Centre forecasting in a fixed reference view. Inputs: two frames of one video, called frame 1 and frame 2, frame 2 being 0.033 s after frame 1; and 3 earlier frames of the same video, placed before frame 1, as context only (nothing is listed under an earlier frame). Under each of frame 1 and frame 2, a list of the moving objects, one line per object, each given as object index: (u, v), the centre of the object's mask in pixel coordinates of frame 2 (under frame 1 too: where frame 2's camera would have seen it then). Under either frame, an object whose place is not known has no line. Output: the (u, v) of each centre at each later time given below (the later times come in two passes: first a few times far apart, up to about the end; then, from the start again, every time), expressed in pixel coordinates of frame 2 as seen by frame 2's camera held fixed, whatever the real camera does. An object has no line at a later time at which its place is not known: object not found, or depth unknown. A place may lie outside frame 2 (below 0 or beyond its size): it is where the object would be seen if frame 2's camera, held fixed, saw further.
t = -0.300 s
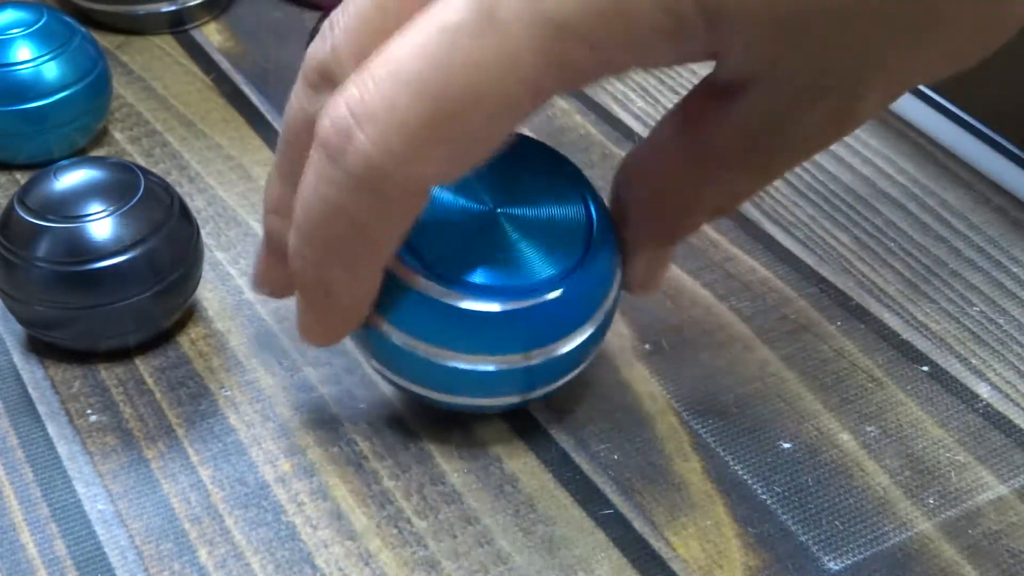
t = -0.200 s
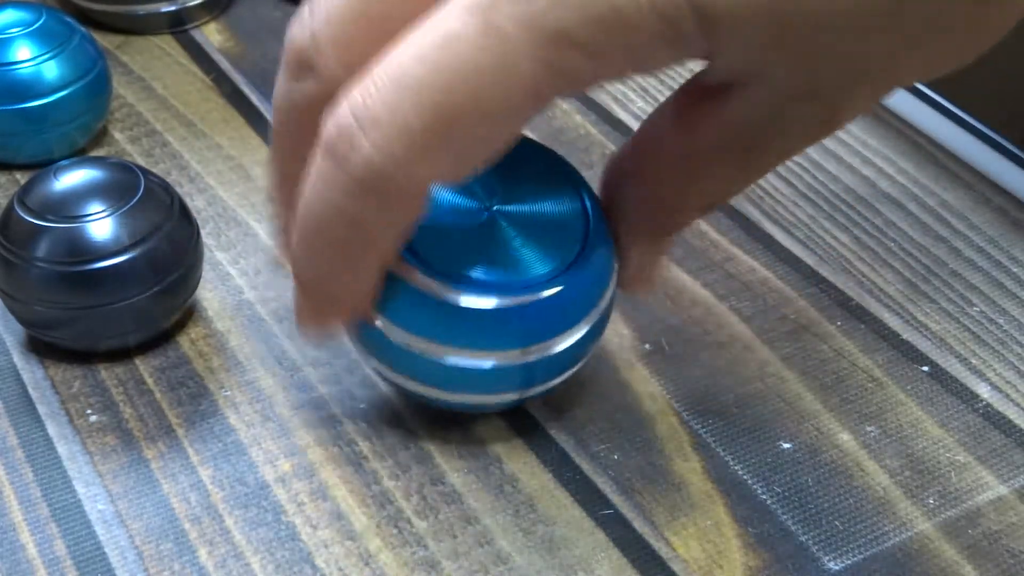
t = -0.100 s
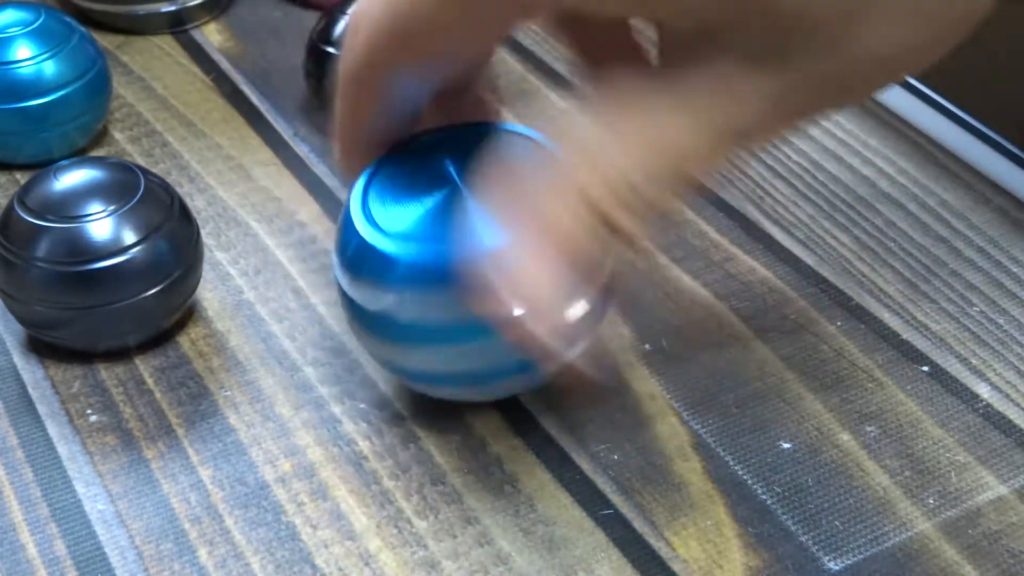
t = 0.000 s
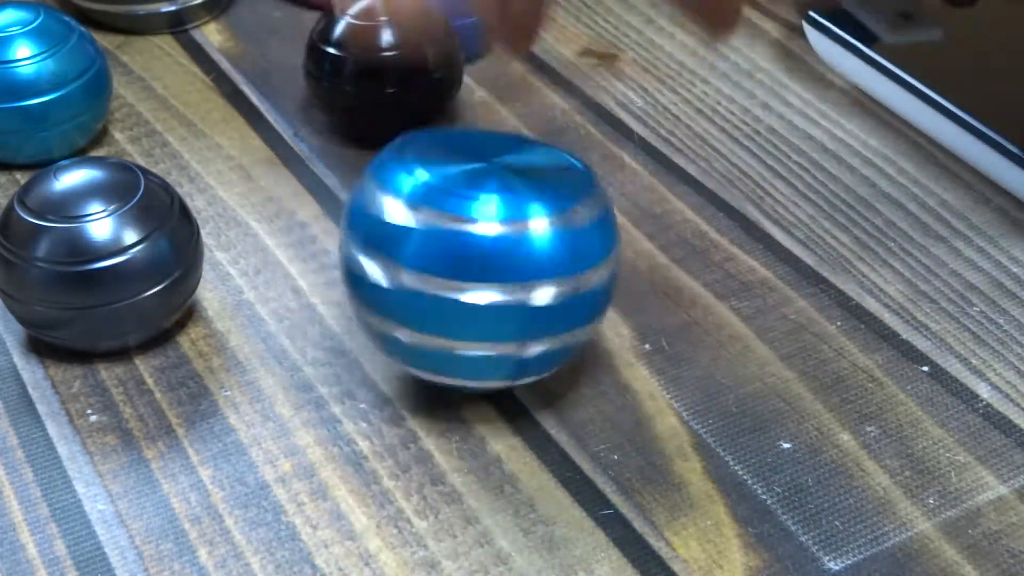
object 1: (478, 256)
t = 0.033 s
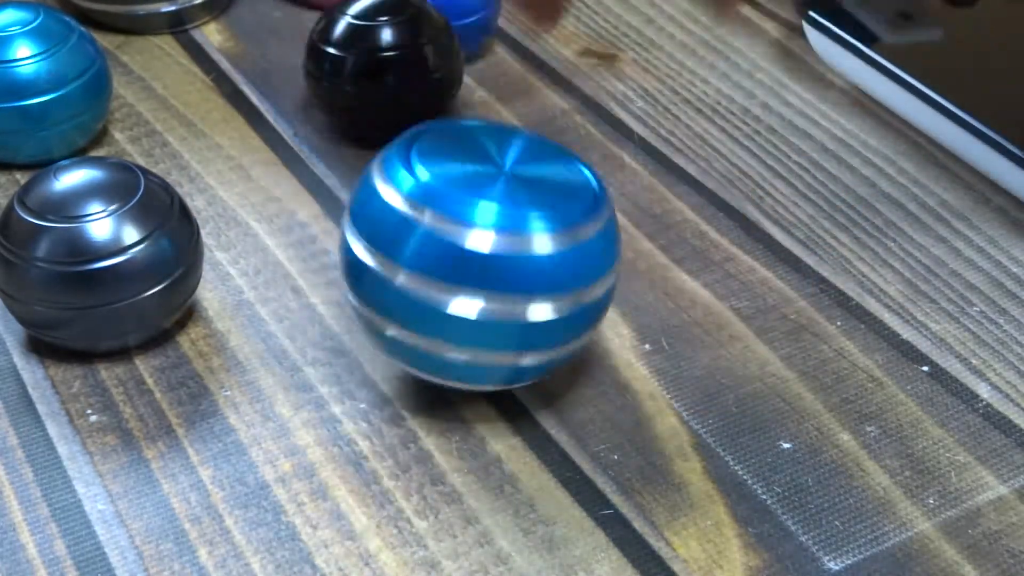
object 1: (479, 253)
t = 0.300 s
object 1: (478, 250)
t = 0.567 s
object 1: (484, 251)
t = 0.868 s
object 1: (494, 250)
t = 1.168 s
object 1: (500, 251)
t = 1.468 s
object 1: (504, 250)
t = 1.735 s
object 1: (511, 251)
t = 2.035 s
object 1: (517, 255)
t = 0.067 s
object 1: (478, 251)
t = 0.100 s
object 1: (475, 250)
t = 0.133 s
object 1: (473, 249)
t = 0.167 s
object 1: (471, 248)
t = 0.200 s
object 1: (472, 249)
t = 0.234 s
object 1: (474, 250)
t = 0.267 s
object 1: (475, 250)
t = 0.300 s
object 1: (478, 250)
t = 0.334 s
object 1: (480, 250)
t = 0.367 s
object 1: (480, 249)
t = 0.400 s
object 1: (480, 249)
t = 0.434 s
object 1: (480, 248)
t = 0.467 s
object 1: (480, 248)
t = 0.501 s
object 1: (481, 249)
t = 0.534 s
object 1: (483, 251)
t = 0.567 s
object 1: (484, 251)
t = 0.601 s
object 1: (487, 251)
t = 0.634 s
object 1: (489, 250)
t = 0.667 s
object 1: (489, 249)
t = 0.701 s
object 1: (489, 249)
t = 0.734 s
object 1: (489, 248)
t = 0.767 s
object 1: (489, 247)
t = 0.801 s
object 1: (491, 248)
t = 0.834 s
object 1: (492, 250)
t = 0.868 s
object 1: (494, 250)
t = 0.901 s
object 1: (496, 251)
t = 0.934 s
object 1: (498, 250)
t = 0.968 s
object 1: (498, 250)
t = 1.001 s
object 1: (496, 250)
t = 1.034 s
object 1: (495, 250)
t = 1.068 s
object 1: (495, 249)
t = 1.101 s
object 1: (497, 250)
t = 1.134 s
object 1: (498, 251)
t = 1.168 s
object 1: (500, 251)
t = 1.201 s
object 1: (502, 251)
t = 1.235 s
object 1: (503, 250)
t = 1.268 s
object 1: (503, 249)
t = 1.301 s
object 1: (502, 249)
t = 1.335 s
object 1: (501, 249)
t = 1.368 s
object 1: (501, 249)
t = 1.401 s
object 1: (502, 249)
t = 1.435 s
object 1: (502, 249)
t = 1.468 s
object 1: (504, 250)
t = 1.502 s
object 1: (504, 251)
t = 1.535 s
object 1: (505, 252)
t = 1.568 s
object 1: (506, 253)
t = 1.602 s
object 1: (508, 253)
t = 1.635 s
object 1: (510, 252)
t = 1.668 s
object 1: (511, 251)
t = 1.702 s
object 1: (511, 251)
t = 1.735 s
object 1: (511, 251)
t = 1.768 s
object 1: (511, 251)
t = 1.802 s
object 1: (511, 250)
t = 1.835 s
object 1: (512, 251)
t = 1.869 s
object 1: (513, 252)
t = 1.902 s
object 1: (513, 253)
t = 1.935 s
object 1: (514, 254)
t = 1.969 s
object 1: (515, 255)
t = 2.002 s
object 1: (516, 255)
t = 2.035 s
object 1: (517, 255)
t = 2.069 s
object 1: (518, 254)
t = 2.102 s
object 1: (517, 254)
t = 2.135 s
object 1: (516, 254)
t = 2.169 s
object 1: (516, 254)
